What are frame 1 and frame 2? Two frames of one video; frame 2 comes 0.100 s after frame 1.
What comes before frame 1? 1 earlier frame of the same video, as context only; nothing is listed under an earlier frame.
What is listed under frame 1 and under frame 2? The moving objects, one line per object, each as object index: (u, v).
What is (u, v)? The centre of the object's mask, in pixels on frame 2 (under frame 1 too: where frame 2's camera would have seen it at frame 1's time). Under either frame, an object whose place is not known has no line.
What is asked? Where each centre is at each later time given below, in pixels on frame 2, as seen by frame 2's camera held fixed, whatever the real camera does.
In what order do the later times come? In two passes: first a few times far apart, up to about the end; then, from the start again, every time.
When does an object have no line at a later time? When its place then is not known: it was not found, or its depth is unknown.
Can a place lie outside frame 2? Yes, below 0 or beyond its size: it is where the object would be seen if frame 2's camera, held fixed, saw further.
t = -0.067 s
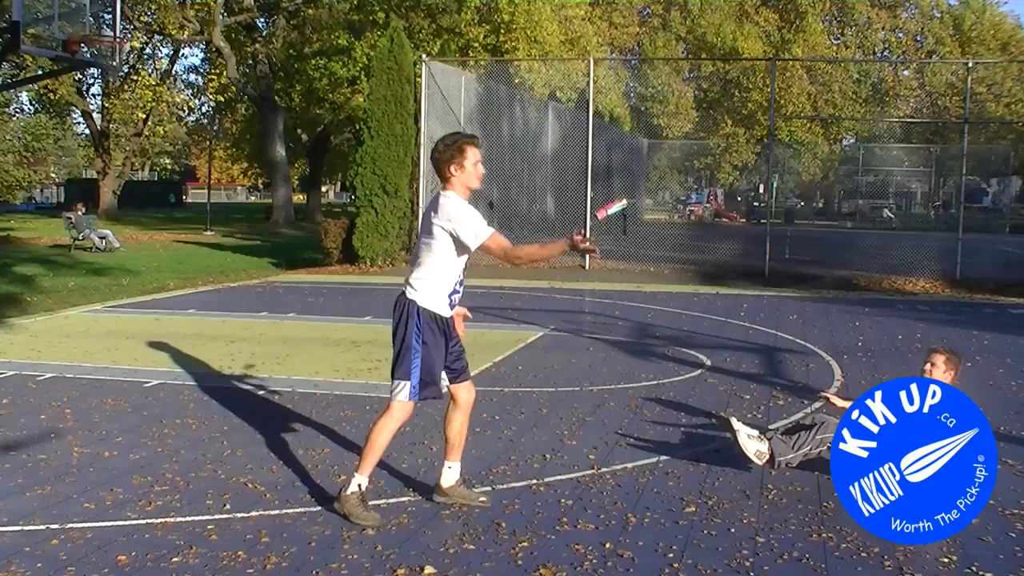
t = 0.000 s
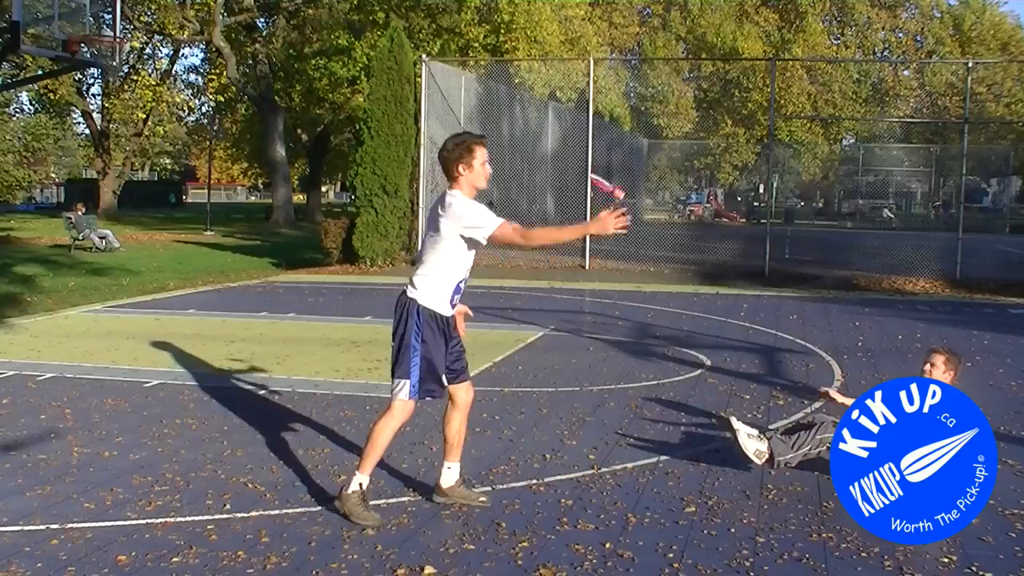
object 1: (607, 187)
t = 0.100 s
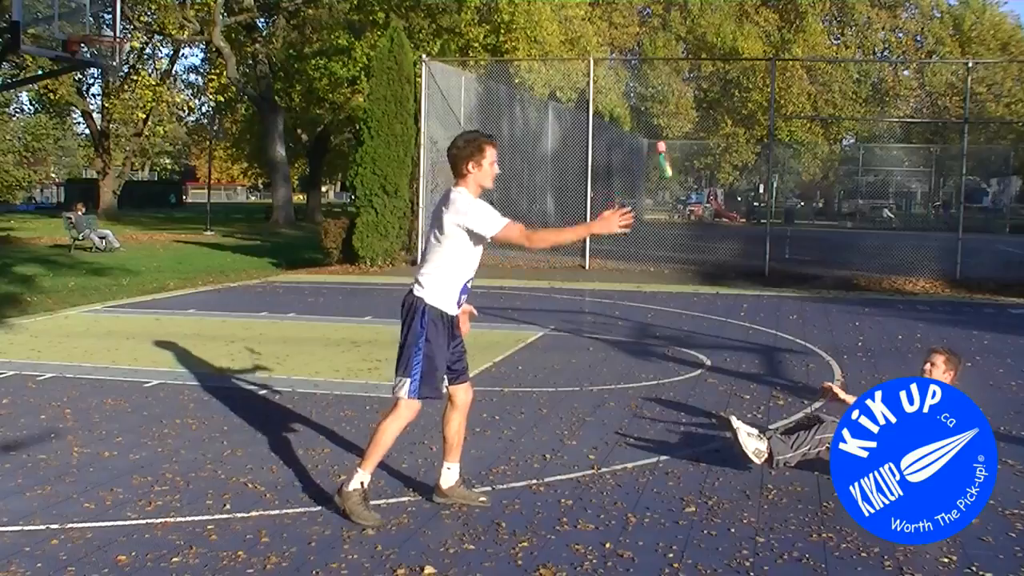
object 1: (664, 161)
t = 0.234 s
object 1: (708, 127)
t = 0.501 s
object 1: (782, 185)
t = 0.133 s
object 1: (677, 147)
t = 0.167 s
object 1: (688, 138)
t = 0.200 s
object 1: (698, 130)
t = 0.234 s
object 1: (708, 127)
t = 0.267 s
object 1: (716, 127)
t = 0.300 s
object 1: (724, 128)
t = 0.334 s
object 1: (733, 131)
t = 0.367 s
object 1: (743, 137)
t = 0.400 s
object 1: (753, 146)
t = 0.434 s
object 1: (763, 157)
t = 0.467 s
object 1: (773, 170)
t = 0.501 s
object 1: (782, 185)
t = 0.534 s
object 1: (792, 203)
